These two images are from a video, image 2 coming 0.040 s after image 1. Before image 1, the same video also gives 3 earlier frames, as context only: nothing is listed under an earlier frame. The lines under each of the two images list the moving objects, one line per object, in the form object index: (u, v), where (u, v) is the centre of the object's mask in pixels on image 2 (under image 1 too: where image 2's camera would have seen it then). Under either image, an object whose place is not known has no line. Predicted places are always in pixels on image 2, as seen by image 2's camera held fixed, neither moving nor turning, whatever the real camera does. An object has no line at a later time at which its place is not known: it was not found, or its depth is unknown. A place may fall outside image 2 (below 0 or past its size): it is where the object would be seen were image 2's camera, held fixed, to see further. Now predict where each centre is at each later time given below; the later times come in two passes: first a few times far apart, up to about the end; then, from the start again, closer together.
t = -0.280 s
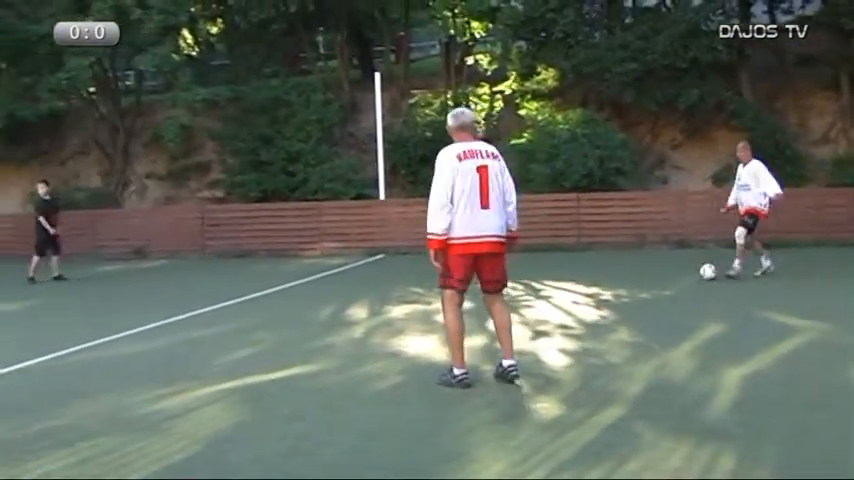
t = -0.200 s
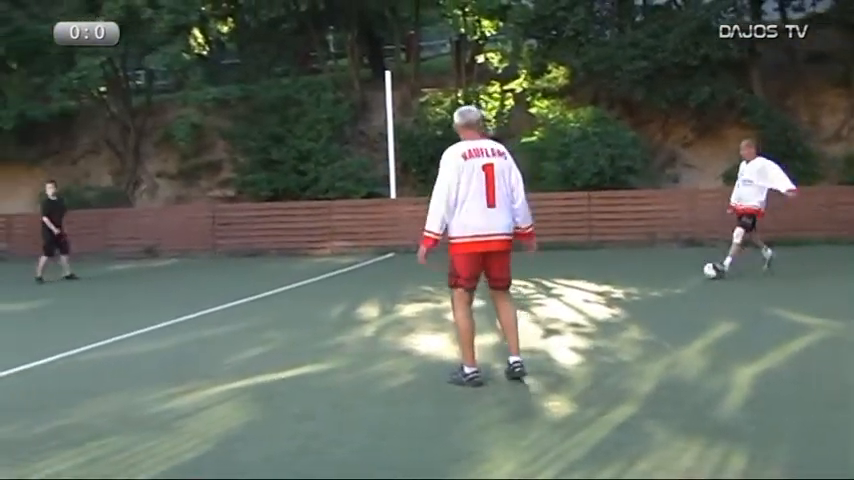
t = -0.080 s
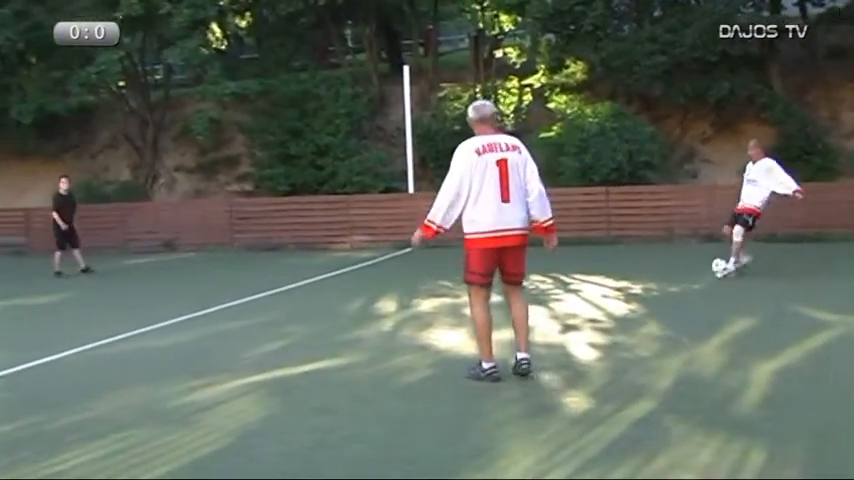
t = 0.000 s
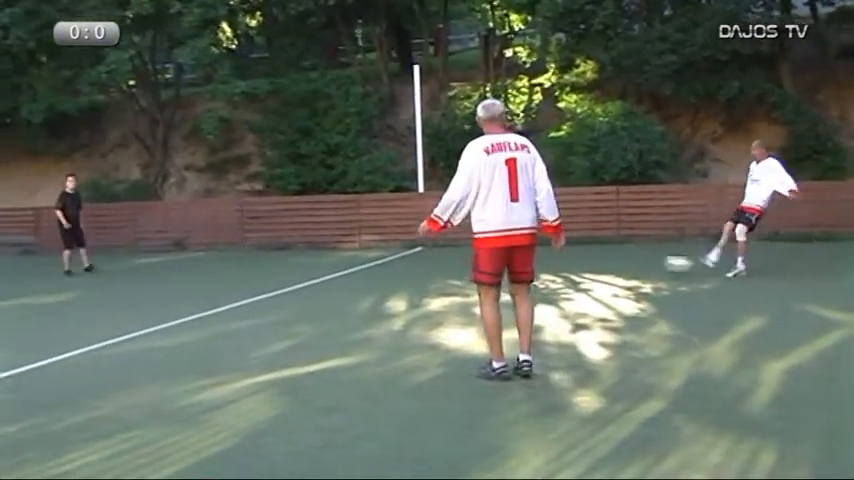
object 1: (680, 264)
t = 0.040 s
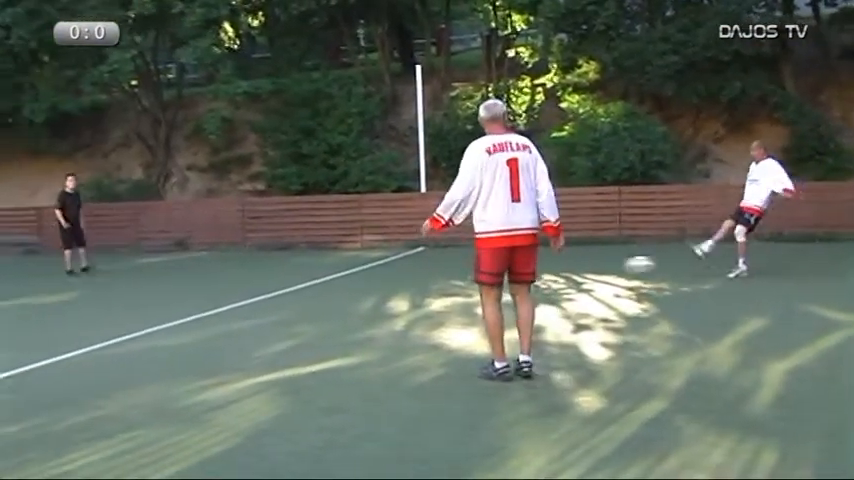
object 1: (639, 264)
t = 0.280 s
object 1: (359, 294)
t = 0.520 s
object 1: (70, 318)
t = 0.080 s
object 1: (596, 265)
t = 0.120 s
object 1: (554, 266)
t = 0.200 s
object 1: (457, 278)
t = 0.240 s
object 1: (410, 285)
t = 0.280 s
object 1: (359, 294)
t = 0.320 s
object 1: (311, 299)
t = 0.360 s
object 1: (264, 301)
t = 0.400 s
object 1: (215, 304)
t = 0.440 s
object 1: (166, 311)
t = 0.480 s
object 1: (118, 315)
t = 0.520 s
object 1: (70, 318)
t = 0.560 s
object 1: (22, 323)
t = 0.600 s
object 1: (-25, 329)
